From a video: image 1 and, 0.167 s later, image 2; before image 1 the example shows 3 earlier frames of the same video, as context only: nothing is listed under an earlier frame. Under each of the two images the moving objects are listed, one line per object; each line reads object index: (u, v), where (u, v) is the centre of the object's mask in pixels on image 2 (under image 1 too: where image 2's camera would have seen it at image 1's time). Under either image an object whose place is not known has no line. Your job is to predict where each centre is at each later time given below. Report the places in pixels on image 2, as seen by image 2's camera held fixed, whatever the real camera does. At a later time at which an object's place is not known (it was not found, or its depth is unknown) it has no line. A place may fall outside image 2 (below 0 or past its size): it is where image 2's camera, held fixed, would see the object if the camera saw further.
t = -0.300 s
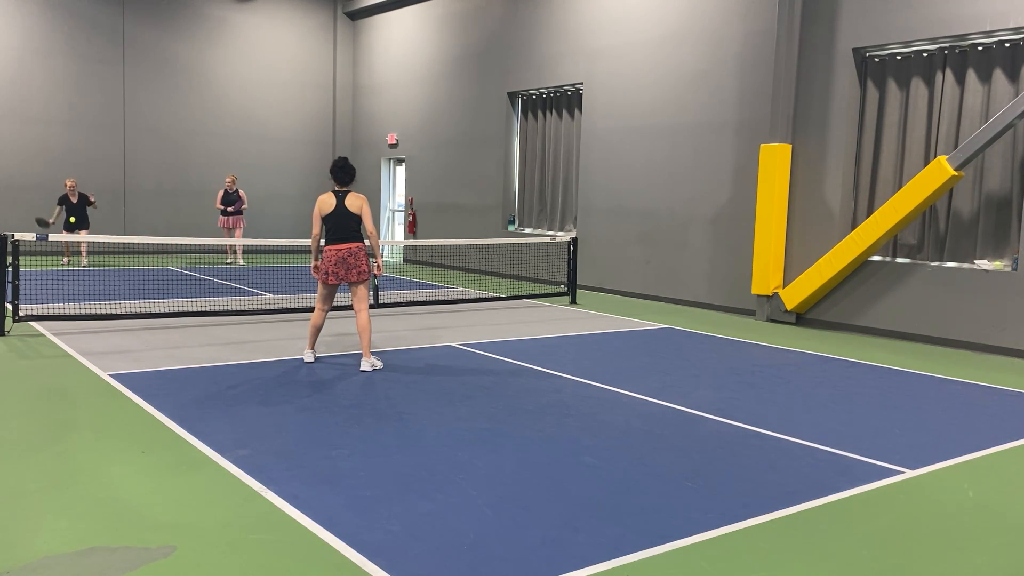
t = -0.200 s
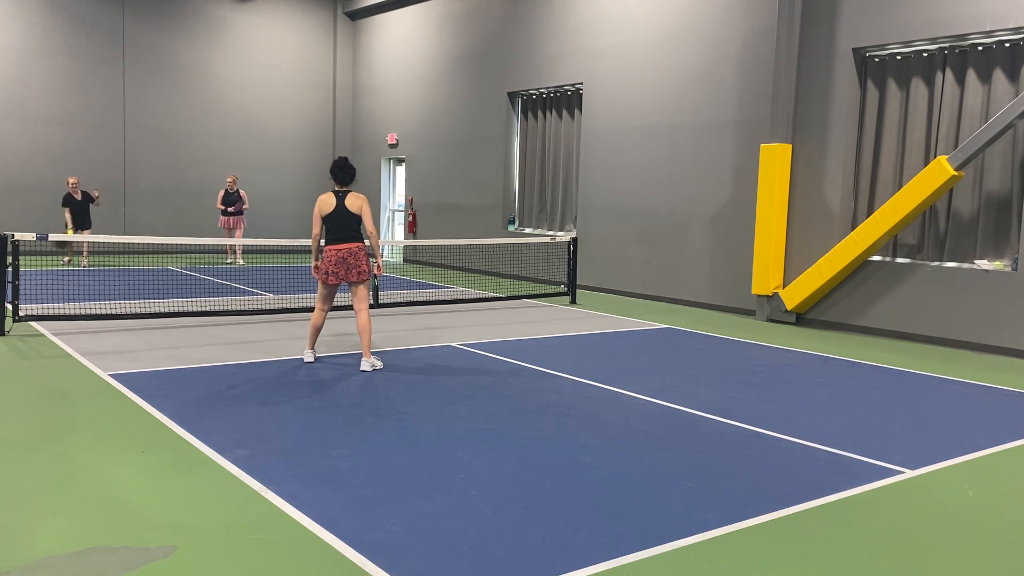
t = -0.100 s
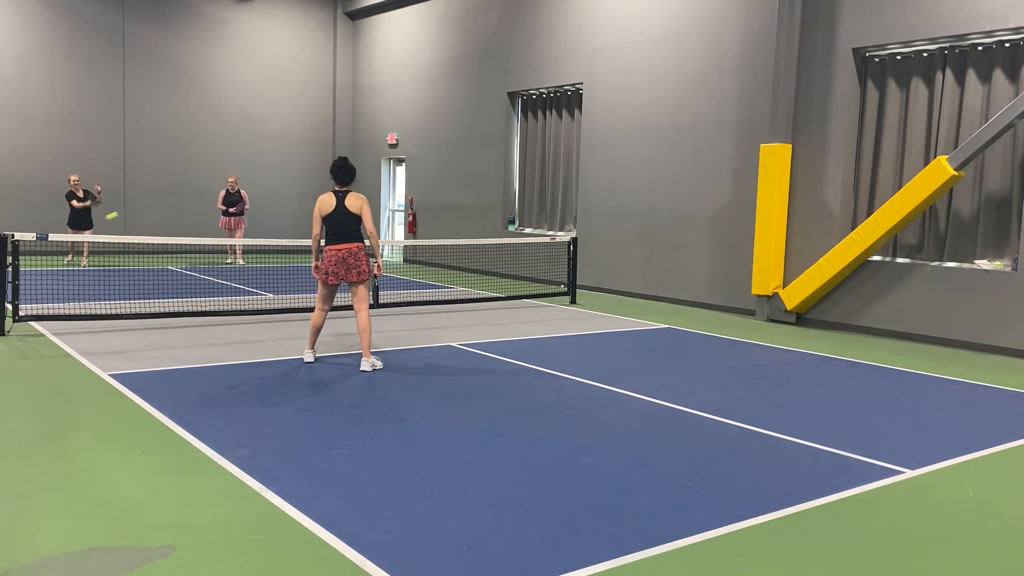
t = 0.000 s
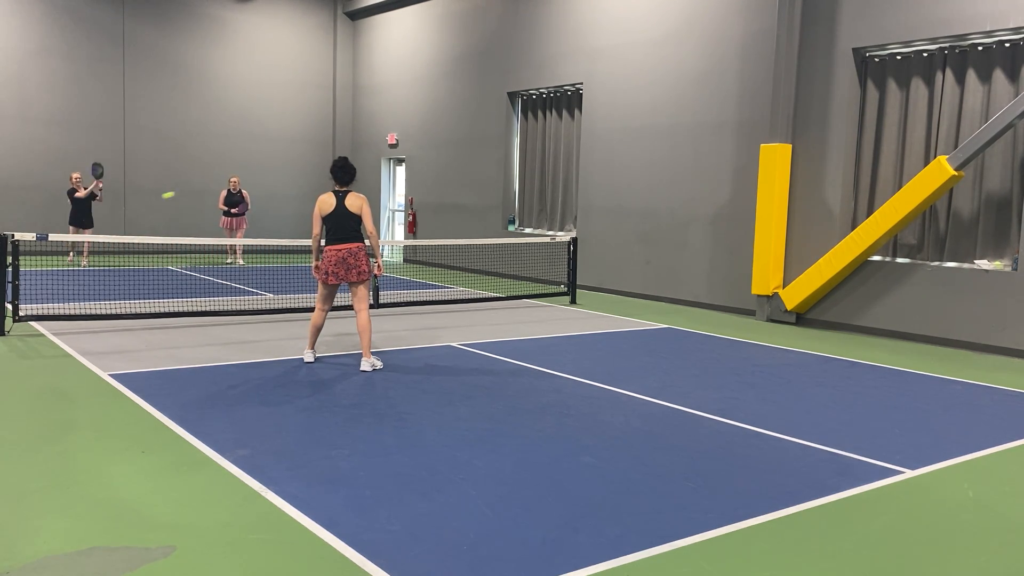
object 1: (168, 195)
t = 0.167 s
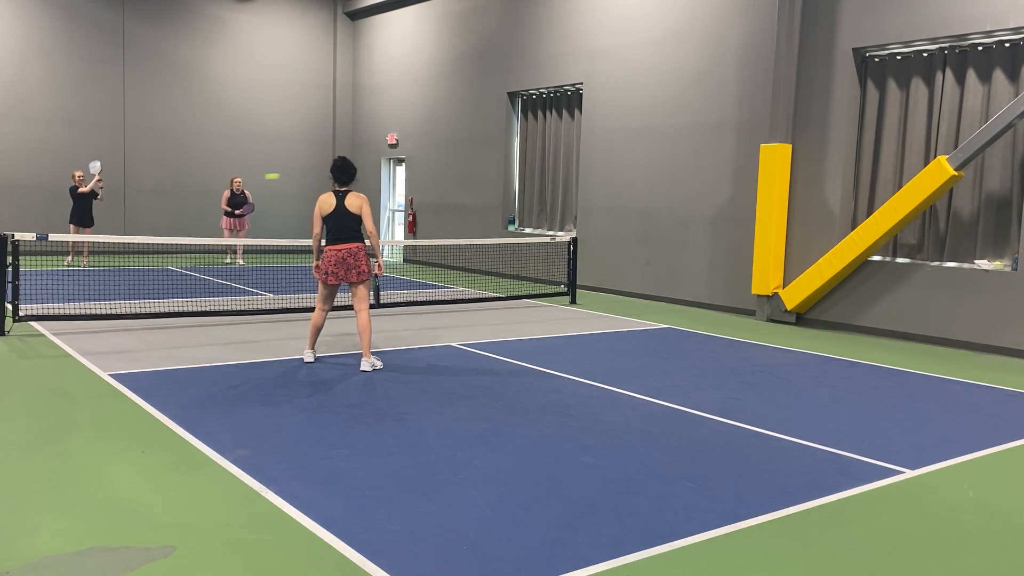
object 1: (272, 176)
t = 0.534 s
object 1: (547, 226)
